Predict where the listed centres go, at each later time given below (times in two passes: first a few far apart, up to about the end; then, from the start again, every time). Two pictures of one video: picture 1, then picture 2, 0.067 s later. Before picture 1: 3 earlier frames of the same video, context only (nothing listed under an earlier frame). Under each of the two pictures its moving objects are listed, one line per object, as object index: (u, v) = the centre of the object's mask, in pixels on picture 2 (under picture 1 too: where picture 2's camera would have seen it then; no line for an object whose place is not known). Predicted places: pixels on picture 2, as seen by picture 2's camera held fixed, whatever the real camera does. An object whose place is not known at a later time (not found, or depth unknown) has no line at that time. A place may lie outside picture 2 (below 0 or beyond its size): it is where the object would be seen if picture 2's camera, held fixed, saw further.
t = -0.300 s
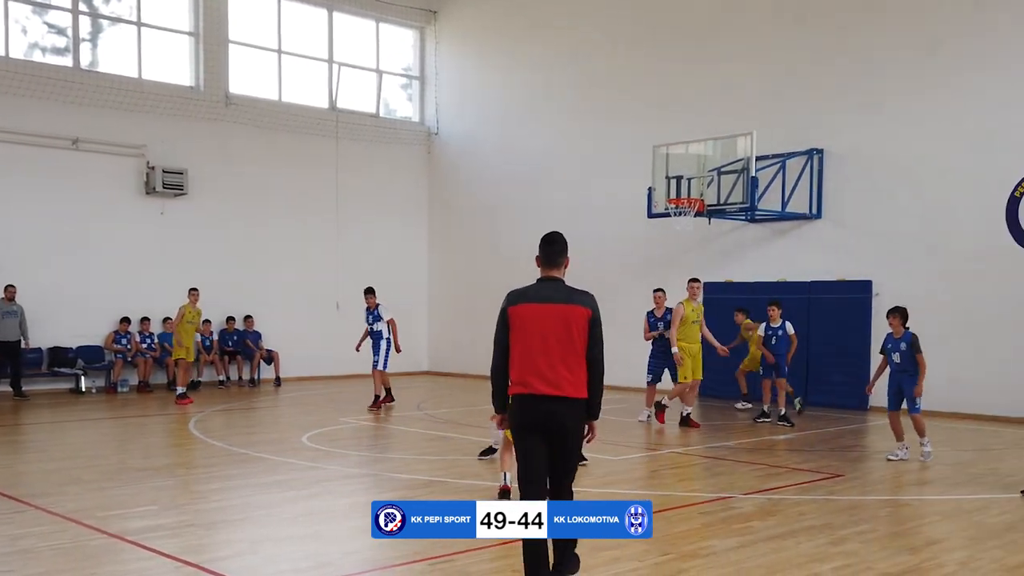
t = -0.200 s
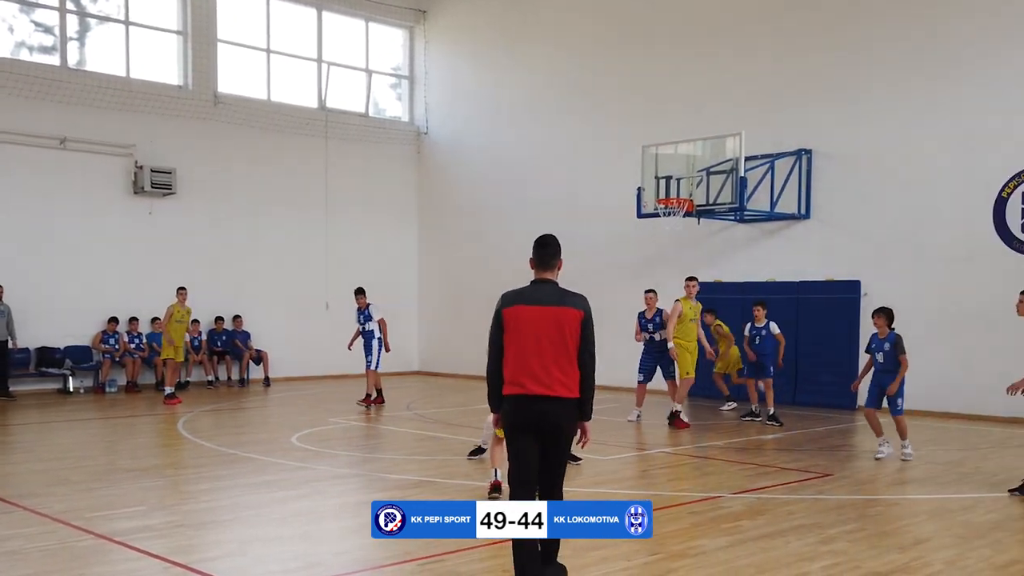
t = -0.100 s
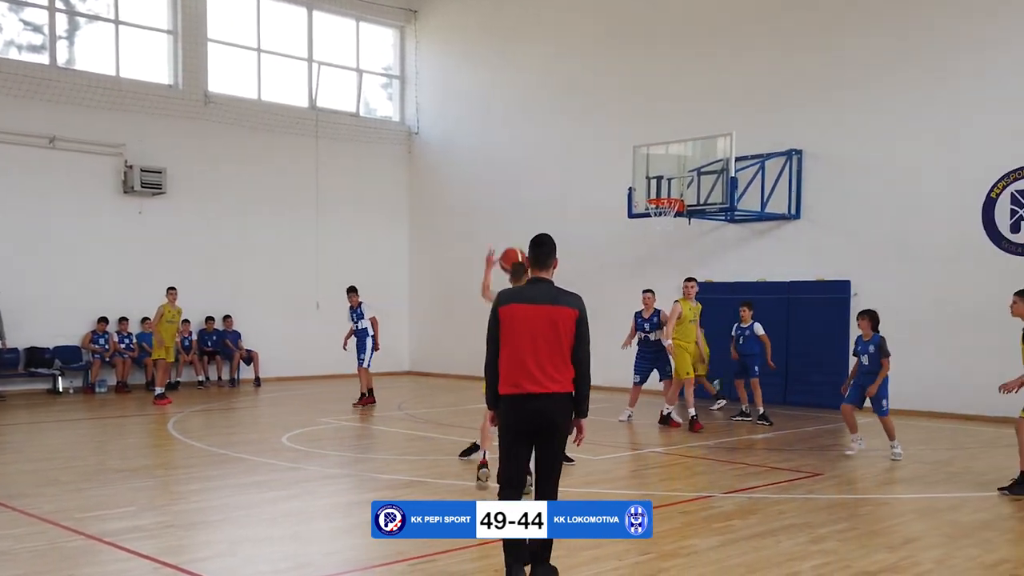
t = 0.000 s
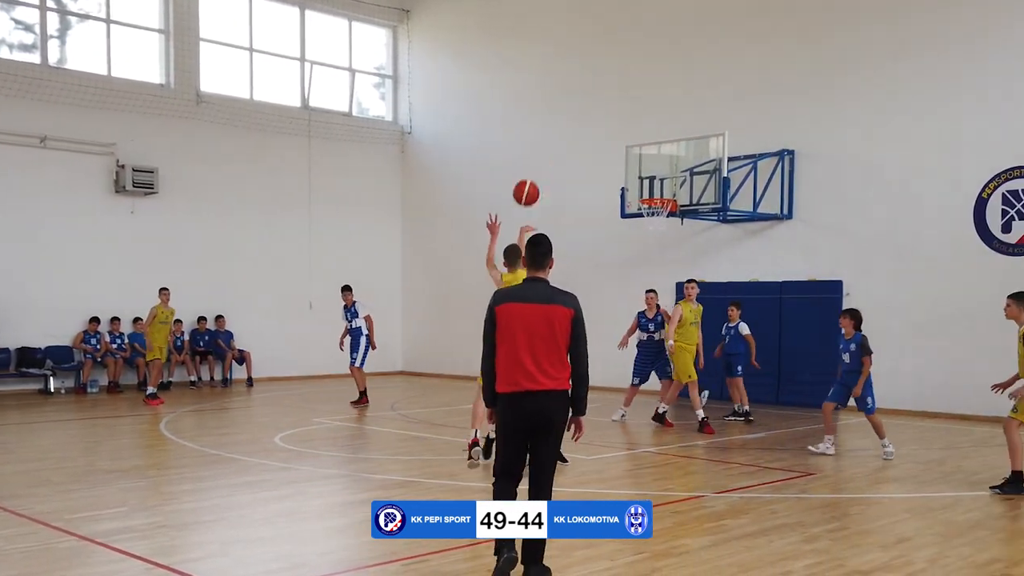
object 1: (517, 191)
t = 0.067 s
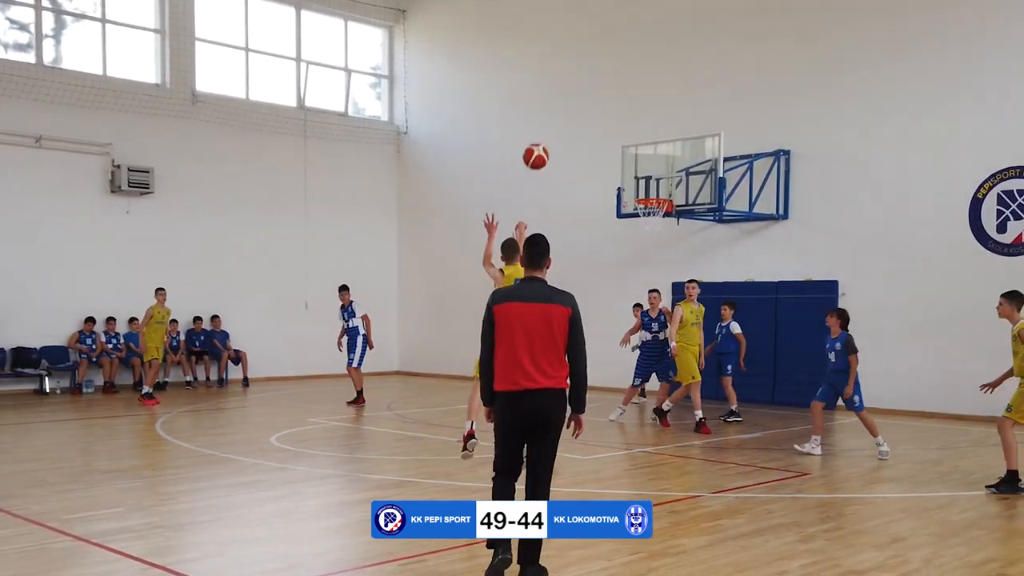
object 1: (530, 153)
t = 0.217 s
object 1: (560, 98)
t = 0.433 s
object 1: (587, 62)
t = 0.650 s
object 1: (614, 73)
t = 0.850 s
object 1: (630, 110)
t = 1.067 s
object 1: (649, 177)
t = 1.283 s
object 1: (634, 175)
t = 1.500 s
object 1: (606, 173)
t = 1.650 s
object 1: (585, 194)
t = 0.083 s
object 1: (534, 145)
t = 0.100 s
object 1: (537, 138)
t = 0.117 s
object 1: (542, 132)
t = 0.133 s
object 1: (545, 125)
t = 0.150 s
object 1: (548, 119)
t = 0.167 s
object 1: (551, 112)
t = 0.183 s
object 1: (554, 107)
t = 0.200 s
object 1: (557, 102)
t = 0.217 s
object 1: (560, 98)
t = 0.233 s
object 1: (562, 93)
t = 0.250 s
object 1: (564, 89)
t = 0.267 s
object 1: (567, 85)
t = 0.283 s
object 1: (570, 82)
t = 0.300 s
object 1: (572, 78)
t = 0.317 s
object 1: (576, 75)
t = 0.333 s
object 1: (578, 73)
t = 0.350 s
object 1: (581, 71)
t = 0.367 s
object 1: (583, 68)
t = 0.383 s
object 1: (581, 66)
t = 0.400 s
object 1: (583, 64)
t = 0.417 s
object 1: (585, 63)
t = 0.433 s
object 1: (587, 62)
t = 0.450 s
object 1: (588, 61)
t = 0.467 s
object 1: (591, 60)
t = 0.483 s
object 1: (594, 59)
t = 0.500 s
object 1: (597, 61)
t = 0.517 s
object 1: (599, 62)
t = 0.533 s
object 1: (600, 62)
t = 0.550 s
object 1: (603, 63)
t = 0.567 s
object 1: (605, 63)
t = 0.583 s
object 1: (607, 65)
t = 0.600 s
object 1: (609, 66)
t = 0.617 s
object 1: (611, 68)
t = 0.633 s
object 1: (612, 70)
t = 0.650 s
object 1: (614, 73)
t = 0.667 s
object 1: (615, 75)
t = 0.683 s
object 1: (616, 77)
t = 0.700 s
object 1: (619, 80)
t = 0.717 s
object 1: (621, 83)
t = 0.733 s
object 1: (623, 86)
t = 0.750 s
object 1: (623, 89)
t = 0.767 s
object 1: (624, 92)
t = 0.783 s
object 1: (625, 95)
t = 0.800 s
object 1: (626, 99)
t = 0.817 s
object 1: (627, 102)
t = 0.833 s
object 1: (629, 106)
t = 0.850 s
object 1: (630, 110)
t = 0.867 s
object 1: (631, 114)
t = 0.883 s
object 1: (632, 118)
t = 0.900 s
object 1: (634, 122)
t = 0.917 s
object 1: (637, 128)
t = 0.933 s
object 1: (638, 133)
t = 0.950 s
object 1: (640, 138)
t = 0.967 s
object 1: (641, 143)
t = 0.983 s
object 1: (642, 148)
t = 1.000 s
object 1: (644, 154)
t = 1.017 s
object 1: (645, 160)
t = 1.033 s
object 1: (647, 165)
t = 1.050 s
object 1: (648, 171)
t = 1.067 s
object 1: (649, 177)
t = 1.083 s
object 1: (649, 183)
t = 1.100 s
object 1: (651, 189)
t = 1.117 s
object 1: (652, 192)
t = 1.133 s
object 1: (651, 192)
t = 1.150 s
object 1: (649, 191)
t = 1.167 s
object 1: (647, 189)
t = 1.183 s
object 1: (646, 187)
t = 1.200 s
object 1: (643, 185)
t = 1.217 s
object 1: (642, 183)
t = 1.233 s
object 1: (641, 180)
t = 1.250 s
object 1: (638, 178)
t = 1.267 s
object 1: (637, 177)
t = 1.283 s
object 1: (634, 175)
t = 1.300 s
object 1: (632, 174)
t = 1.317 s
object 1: (630, 172)
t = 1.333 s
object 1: (628, 171)
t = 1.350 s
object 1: (626, 171)
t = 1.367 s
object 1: (624, 170)
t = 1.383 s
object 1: (621, 169)
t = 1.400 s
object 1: (620, 169)
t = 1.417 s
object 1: (618, 170)
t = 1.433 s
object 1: (615, 169)
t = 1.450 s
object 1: (613, 170)
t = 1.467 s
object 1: (611, 171)
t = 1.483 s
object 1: (609, 171)
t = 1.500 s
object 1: (606, 173)
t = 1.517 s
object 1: (603, 174)
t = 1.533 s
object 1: (601, 176)
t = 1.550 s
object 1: (599, 178)
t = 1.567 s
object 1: (597, 180)
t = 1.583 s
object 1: (595, 182)
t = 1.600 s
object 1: (592, 185)
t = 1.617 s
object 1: (590, 188)
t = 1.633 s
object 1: (587, 191)
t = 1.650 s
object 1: (585, 194)
